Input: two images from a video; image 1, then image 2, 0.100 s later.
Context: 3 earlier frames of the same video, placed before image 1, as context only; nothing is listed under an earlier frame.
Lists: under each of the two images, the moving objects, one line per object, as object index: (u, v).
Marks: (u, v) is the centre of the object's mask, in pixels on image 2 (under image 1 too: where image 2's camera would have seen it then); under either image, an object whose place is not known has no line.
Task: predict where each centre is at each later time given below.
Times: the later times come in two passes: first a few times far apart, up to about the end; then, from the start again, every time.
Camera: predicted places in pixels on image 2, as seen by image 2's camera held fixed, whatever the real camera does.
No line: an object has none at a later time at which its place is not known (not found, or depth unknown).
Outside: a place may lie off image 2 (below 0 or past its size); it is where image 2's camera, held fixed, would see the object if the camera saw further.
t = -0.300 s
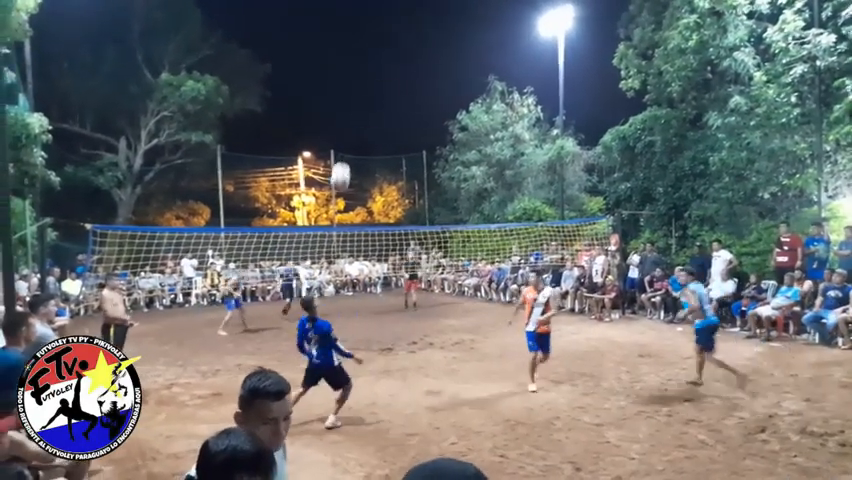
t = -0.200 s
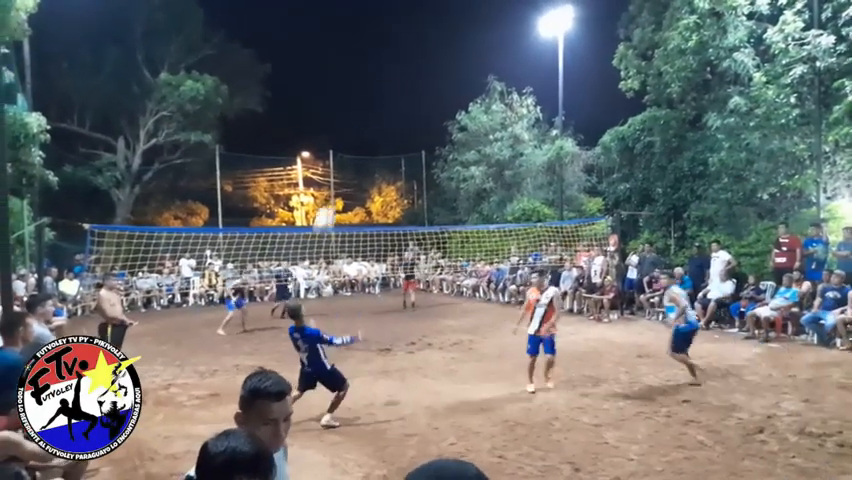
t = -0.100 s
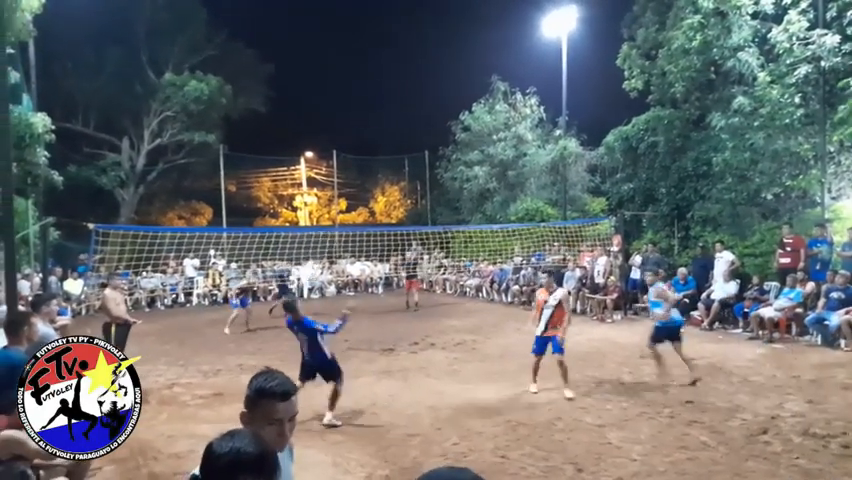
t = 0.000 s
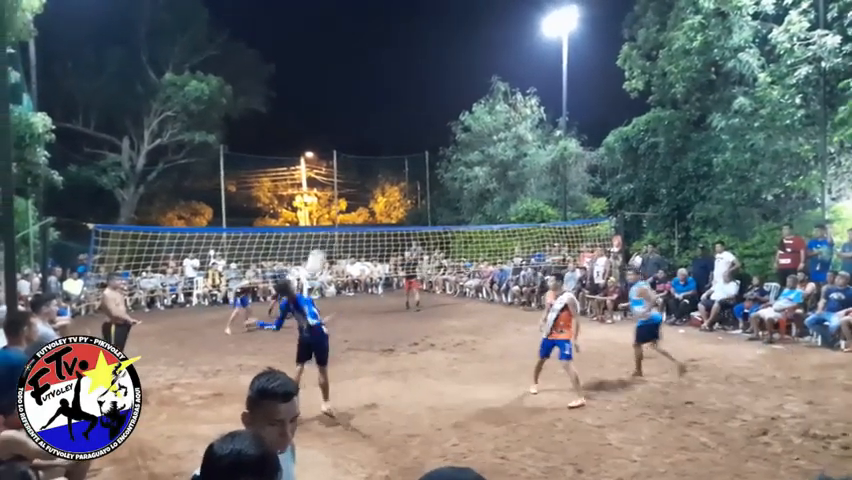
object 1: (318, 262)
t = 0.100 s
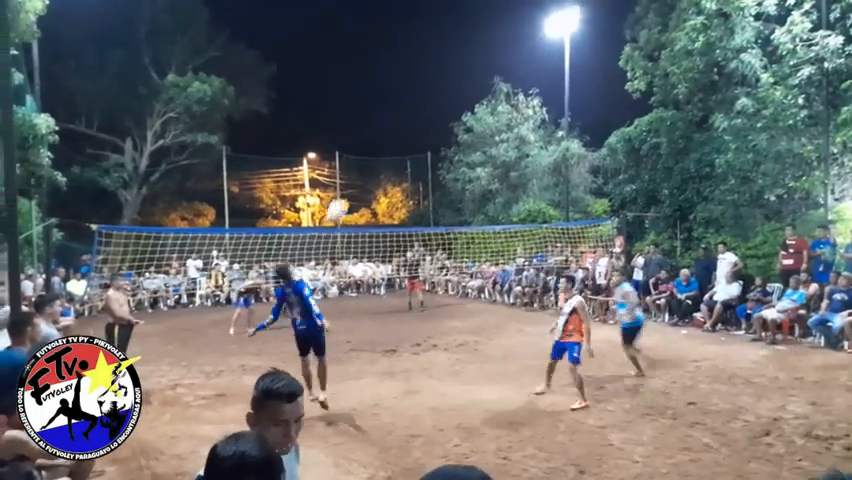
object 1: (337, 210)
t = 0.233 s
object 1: (359, 159)
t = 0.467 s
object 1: (394, 106)
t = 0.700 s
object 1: (425, 97)
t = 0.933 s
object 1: (451, 122)
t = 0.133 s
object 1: (342, 196)
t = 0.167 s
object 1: (349, 182)
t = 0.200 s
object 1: (353, 170)
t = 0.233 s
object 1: (359, 159)
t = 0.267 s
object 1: (364, 148)
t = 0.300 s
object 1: (369, 139)
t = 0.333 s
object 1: (374, 131)
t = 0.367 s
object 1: (379, 123)
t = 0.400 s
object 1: (384, 117)
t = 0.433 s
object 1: (389, 111)
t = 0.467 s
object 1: (394, 106)
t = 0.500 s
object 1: (398, 103)
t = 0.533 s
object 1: (403, 100)
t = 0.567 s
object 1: (407, 98)
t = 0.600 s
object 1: (412, 96)
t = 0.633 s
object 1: (416, 96)
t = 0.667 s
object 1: (420, 96)
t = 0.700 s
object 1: (425, 97)
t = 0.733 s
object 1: (428, 99)
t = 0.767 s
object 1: (432, 101)
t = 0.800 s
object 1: (436, 104)
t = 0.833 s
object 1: (440, 108)
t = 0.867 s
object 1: (444, 112)
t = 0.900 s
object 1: (448, 117)
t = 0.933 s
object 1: (451, 122)
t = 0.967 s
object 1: (455, 128)
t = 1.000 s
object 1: (458, 135)
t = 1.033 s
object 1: (462, 141)
